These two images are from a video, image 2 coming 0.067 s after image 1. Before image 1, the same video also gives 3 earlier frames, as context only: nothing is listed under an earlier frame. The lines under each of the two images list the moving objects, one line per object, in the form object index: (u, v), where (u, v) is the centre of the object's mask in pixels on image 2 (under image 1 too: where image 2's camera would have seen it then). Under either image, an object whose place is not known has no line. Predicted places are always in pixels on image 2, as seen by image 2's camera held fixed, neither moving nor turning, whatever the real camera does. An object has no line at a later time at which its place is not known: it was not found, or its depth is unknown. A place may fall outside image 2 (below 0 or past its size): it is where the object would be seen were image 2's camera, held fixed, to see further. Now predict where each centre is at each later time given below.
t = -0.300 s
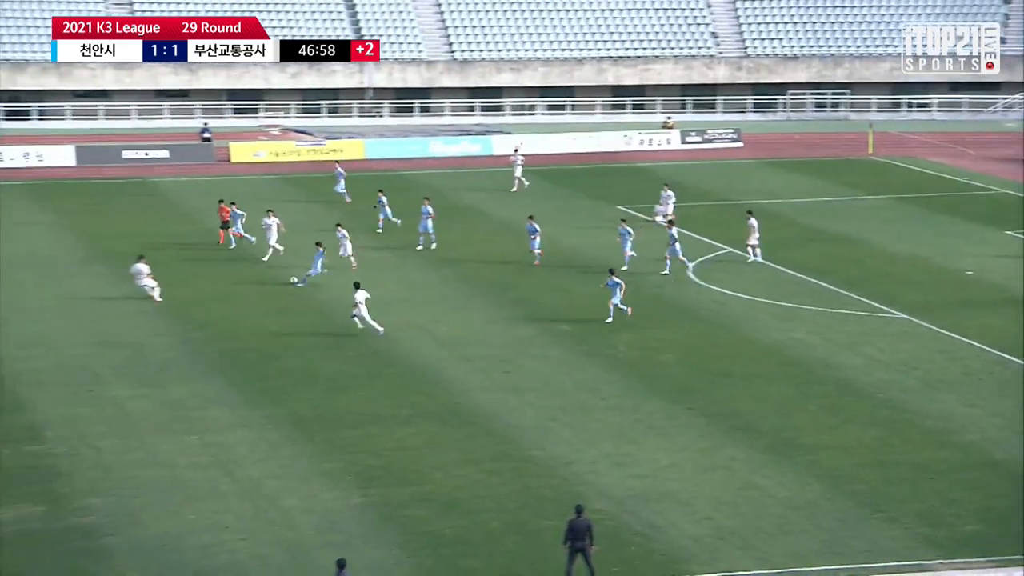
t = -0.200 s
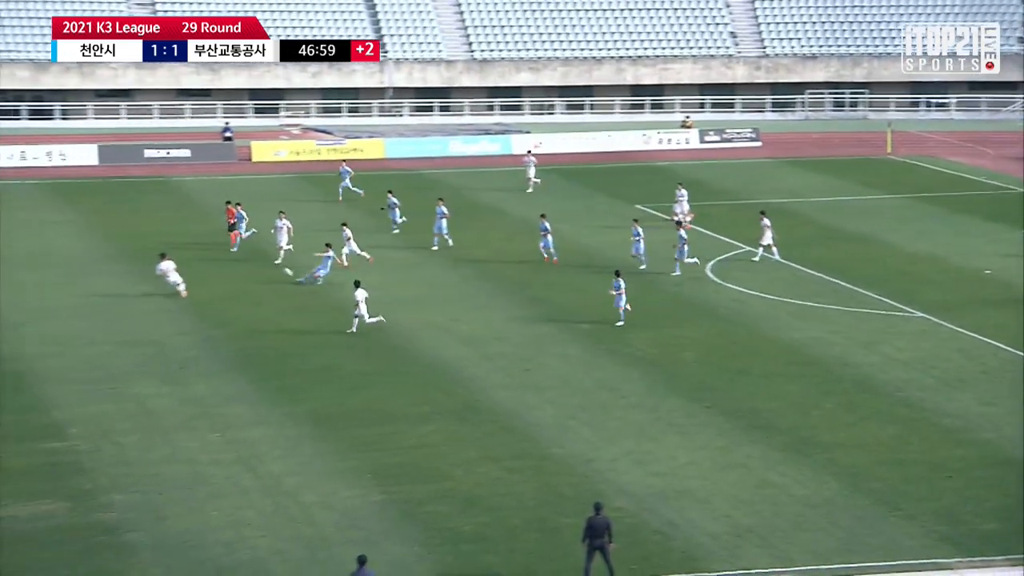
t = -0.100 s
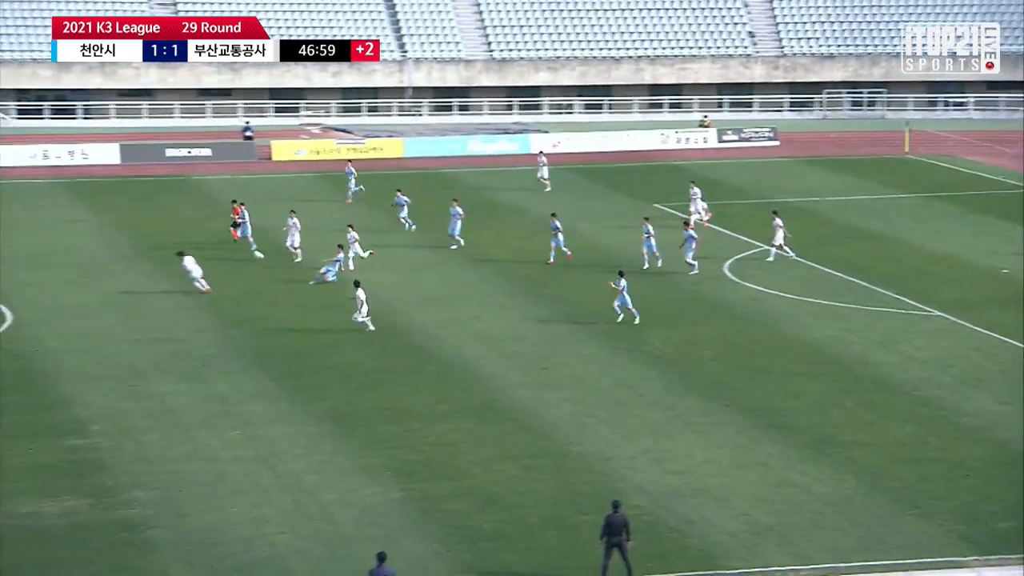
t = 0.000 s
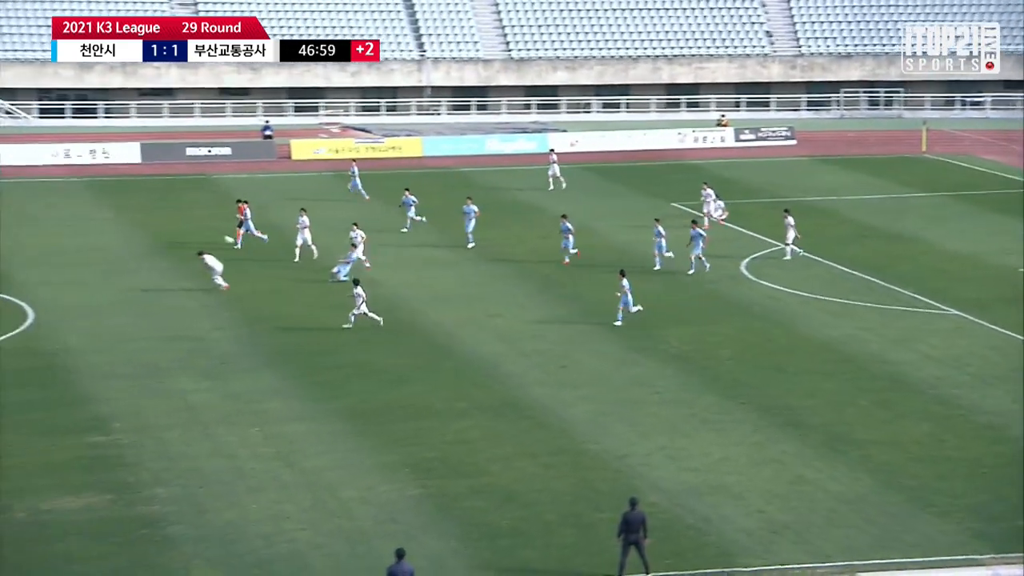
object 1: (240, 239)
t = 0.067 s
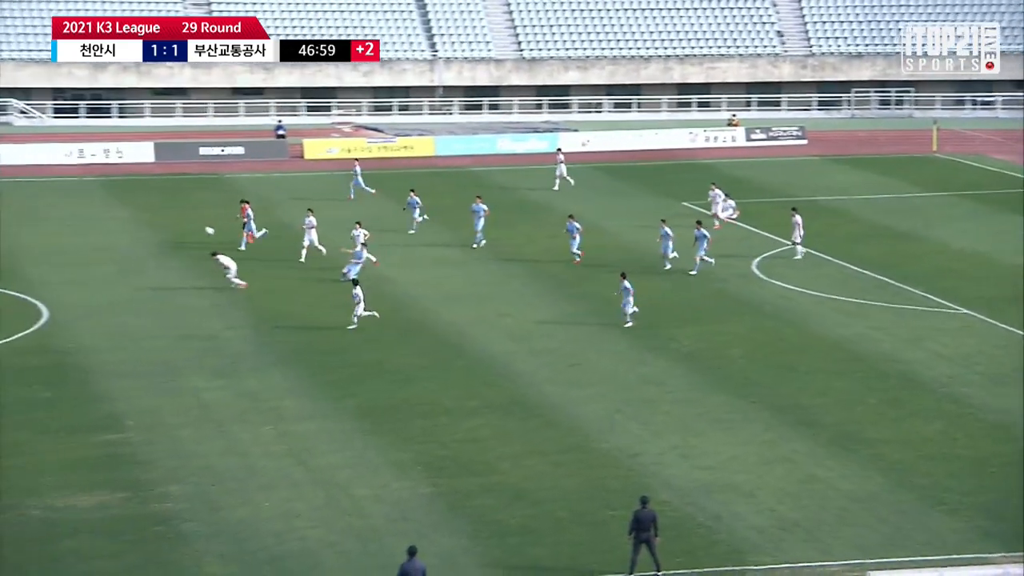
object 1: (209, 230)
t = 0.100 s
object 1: (194, 226)
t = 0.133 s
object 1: (178, 223)
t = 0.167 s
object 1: (163, 219)
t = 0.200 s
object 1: (148, 215)
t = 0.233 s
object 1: (133, 213)
